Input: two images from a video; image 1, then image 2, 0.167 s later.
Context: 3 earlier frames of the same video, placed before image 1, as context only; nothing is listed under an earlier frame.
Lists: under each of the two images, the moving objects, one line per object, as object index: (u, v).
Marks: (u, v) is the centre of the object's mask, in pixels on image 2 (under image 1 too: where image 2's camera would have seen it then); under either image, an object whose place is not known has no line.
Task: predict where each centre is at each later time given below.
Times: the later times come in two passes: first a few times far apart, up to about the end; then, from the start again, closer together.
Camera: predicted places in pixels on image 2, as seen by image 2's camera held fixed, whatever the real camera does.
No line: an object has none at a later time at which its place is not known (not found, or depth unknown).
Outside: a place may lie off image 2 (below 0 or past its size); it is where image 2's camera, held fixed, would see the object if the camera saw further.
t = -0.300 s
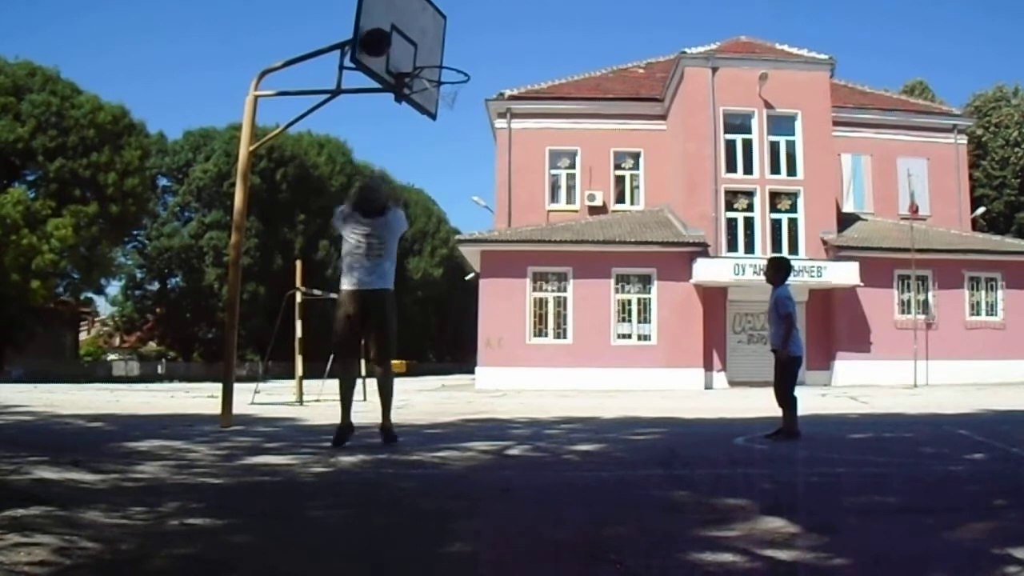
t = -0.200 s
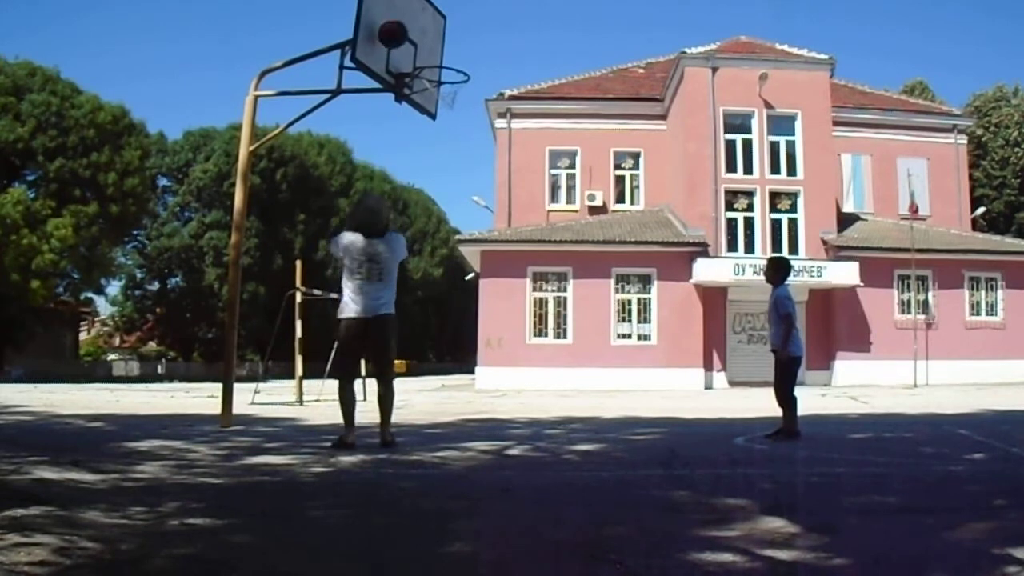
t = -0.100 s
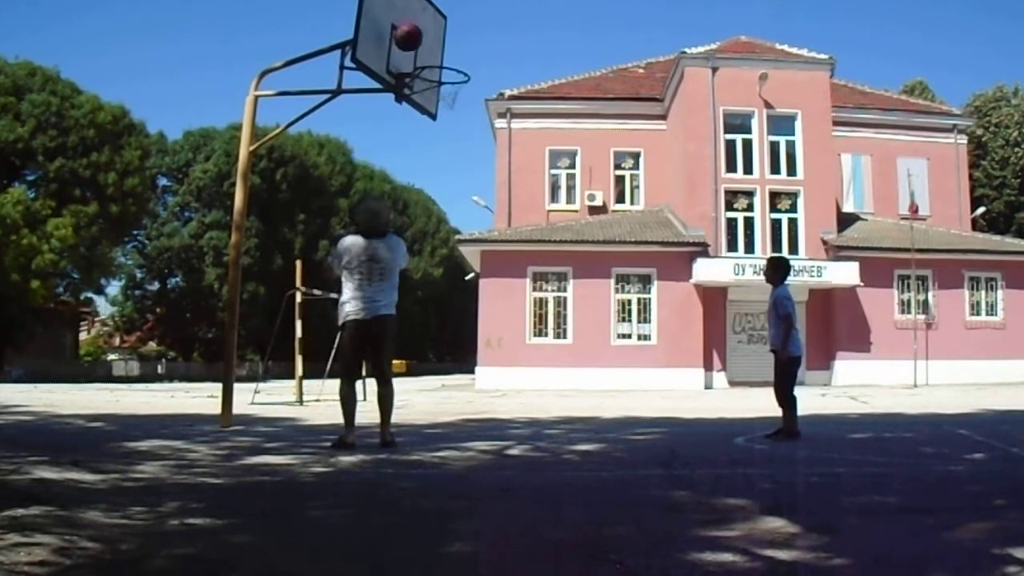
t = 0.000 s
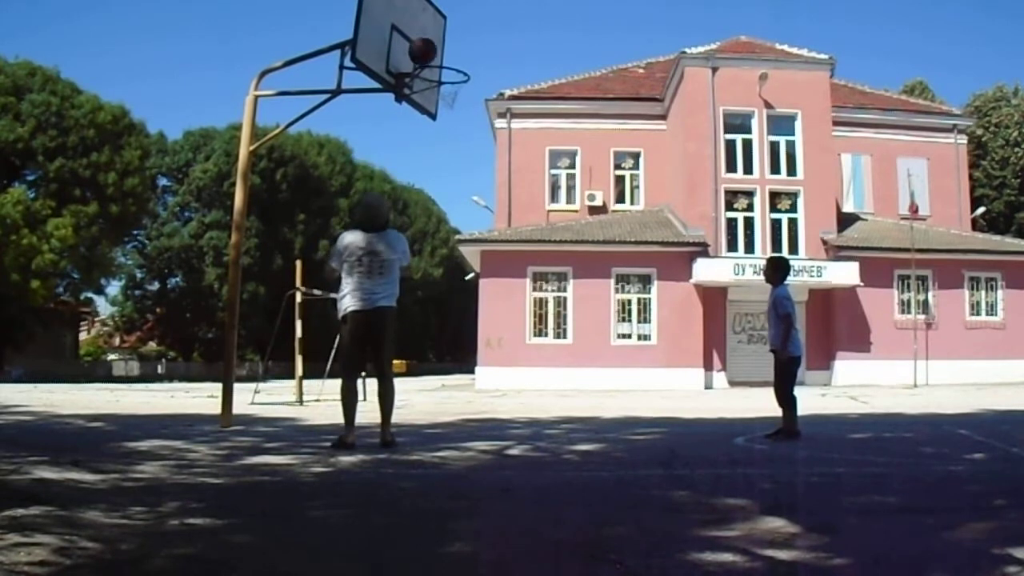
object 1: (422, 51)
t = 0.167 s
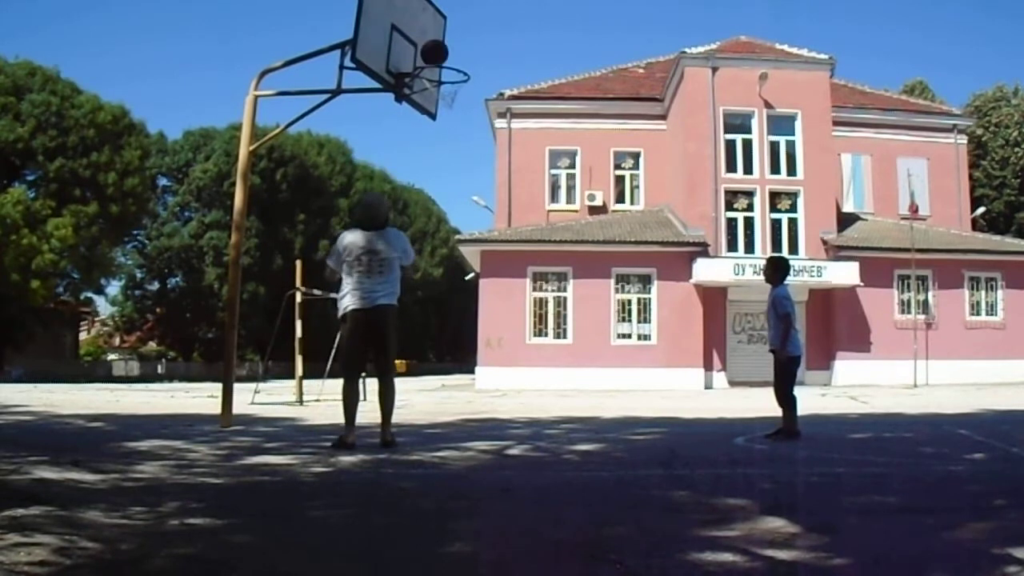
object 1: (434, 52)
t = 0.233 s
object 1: (438, 61)
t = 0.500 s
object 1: (454, 113)
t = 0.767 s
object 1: (463, 227)
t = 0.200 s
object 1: (437, 56)
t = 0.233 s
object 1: (438, 61)
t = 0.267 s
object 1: (440, 67)
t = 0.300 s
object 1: (442, 75)
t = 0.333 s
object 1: (444, 81)
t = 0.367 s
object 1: (447, 85)
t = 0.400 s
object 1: (450, 92)
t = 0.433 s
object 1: (452, 98)
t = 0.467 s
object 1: (453, 105)
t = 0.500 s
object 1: (454, 113)
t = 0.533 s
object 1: (456, 122)
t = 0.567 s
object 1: (457, 133)
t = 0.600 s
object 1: (458, 145)
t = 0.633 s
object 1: (459, 158)
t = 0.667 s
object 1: (460, 173)
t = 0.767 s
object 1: (463, 227)
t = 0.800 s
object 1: (464, 248)
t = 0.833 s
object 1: (465, 271)
